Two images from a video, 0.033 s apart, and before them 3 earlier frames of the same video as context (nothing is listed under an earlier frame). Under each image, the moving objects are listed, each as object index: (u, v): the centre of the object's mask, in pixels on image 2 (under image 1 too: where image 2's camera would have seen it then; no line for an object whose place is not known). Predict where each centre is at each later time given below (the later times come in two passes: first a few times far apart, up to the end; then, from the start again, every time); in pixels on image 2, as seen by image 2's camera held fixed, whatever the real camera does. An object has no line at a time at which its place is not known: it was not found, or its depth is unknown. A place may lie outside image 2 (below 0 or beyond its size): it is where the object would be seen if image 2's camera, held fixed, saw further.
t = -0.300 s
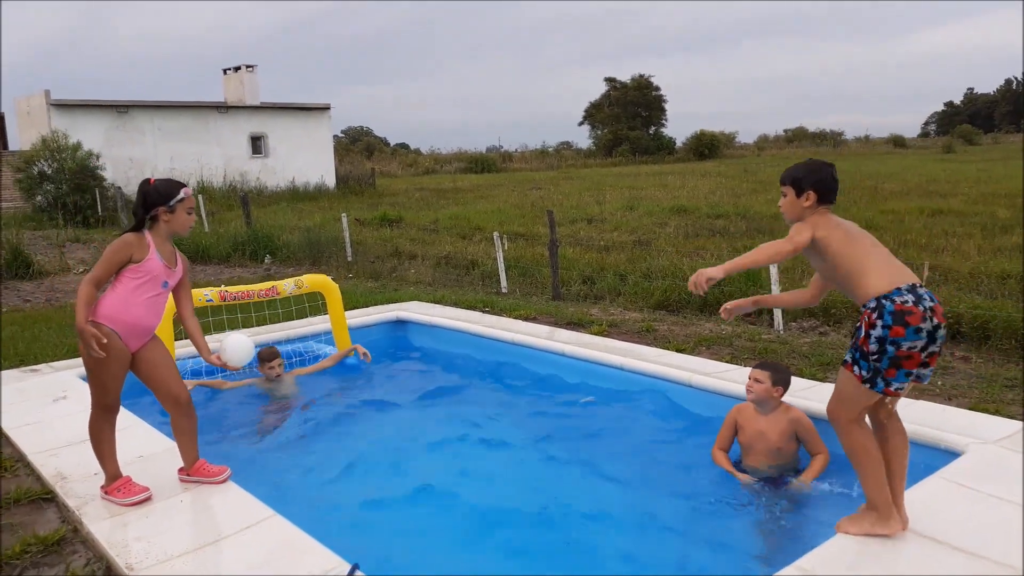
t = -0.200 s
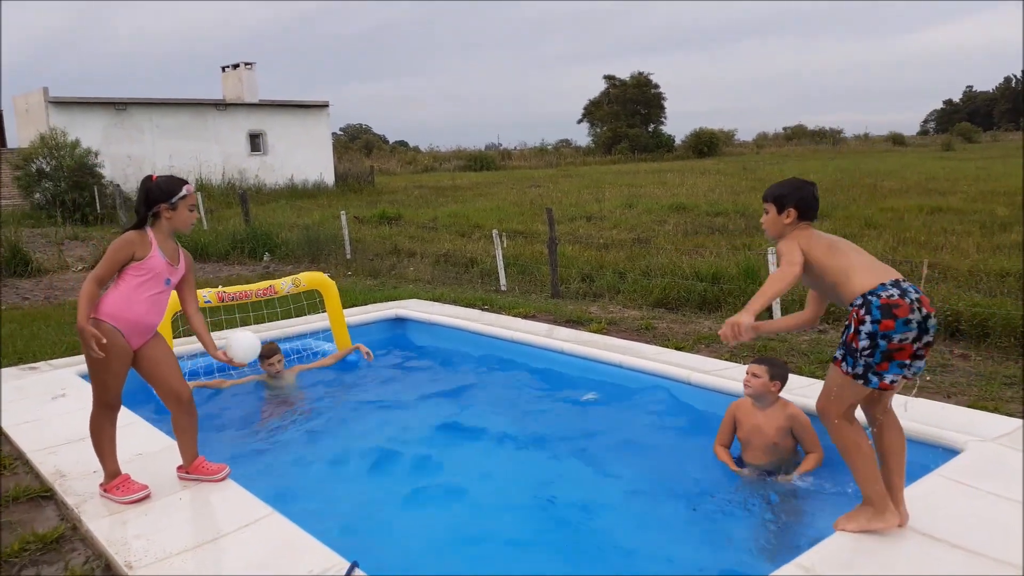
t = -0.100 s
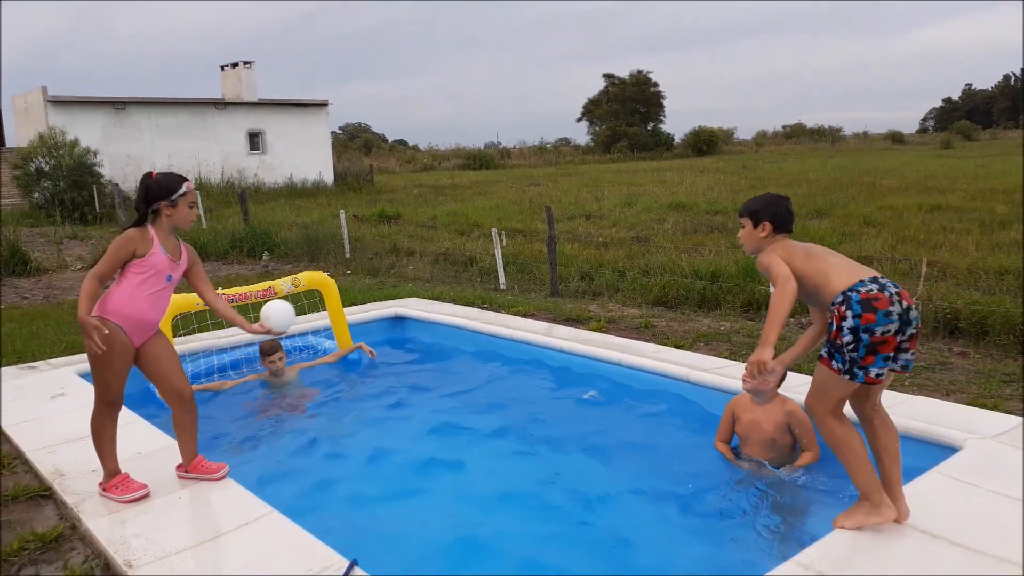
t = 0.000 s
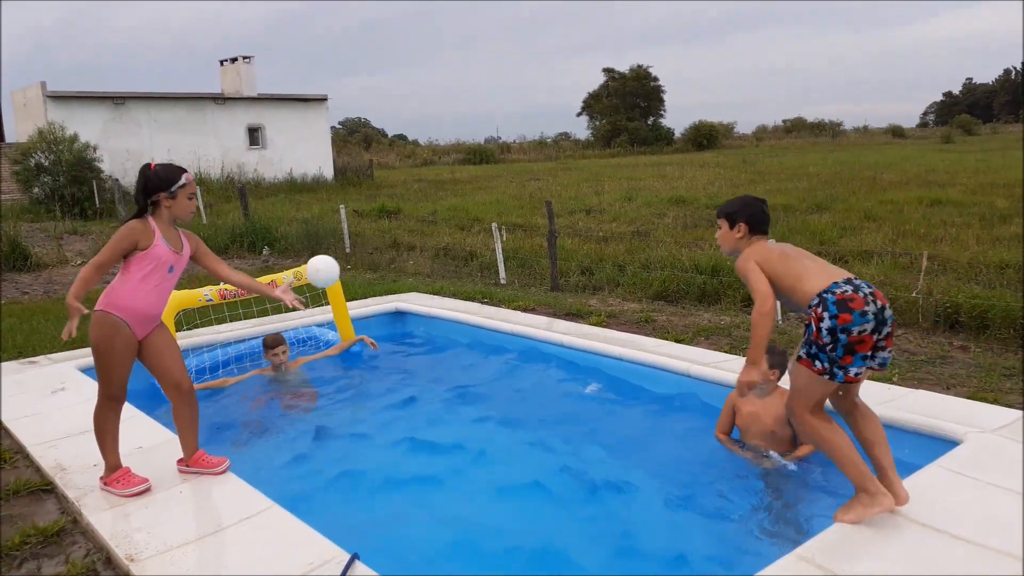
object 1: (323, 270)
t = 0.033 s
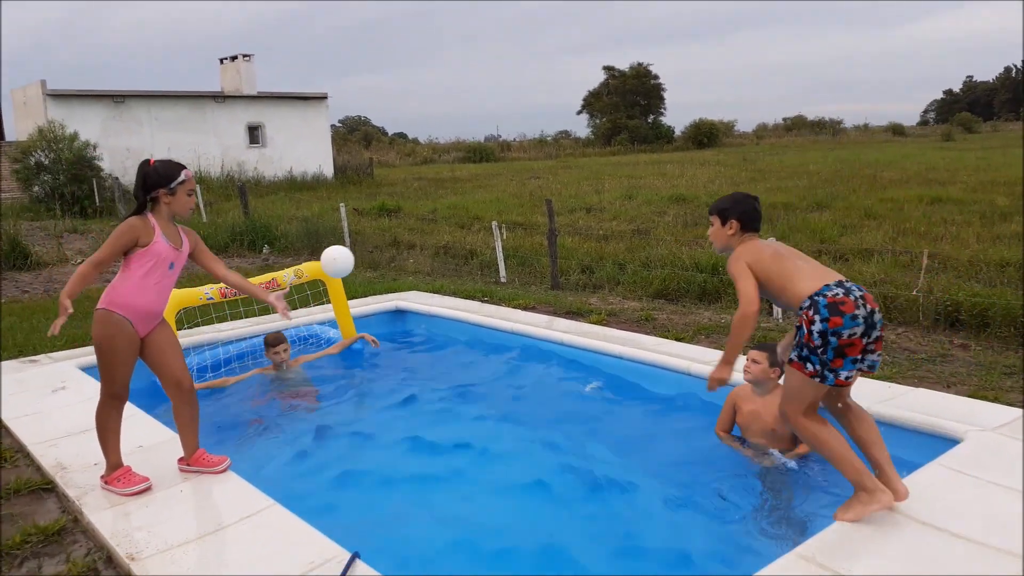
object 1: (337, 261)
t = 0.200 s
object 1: (411, 257)
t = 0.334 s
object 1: (468, 296)
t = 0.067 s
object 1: (352, 256)
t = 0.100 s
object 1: (367, 253)
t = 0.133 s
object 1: (381, 252)
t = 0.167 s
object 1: (396, 253)
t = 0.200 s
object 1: (411, 257)
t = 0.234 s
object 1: (425, 264)
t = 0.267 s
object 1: (439, 272)
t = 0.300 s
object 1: (454, 283)
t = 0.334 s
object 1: (468, 296)
